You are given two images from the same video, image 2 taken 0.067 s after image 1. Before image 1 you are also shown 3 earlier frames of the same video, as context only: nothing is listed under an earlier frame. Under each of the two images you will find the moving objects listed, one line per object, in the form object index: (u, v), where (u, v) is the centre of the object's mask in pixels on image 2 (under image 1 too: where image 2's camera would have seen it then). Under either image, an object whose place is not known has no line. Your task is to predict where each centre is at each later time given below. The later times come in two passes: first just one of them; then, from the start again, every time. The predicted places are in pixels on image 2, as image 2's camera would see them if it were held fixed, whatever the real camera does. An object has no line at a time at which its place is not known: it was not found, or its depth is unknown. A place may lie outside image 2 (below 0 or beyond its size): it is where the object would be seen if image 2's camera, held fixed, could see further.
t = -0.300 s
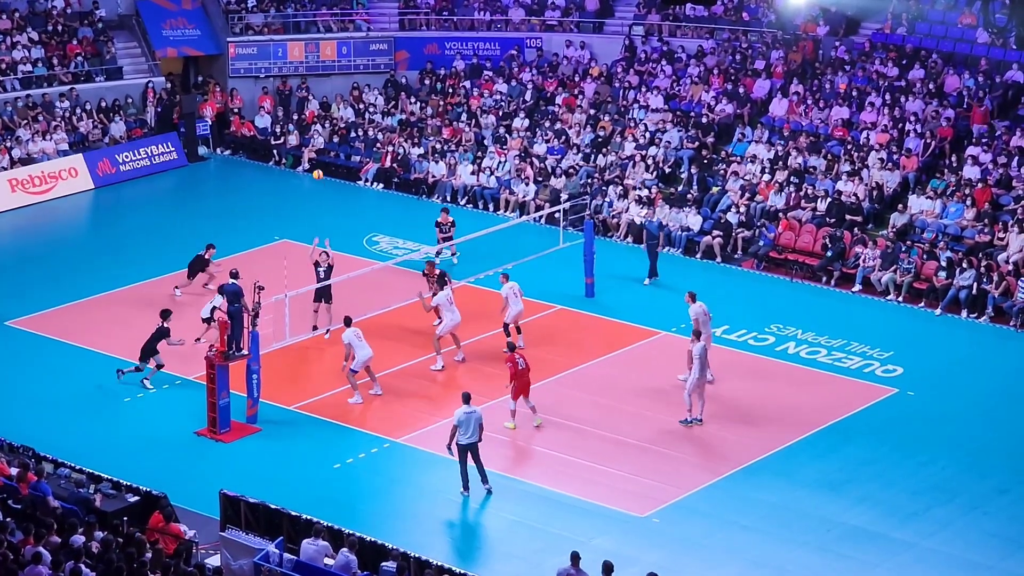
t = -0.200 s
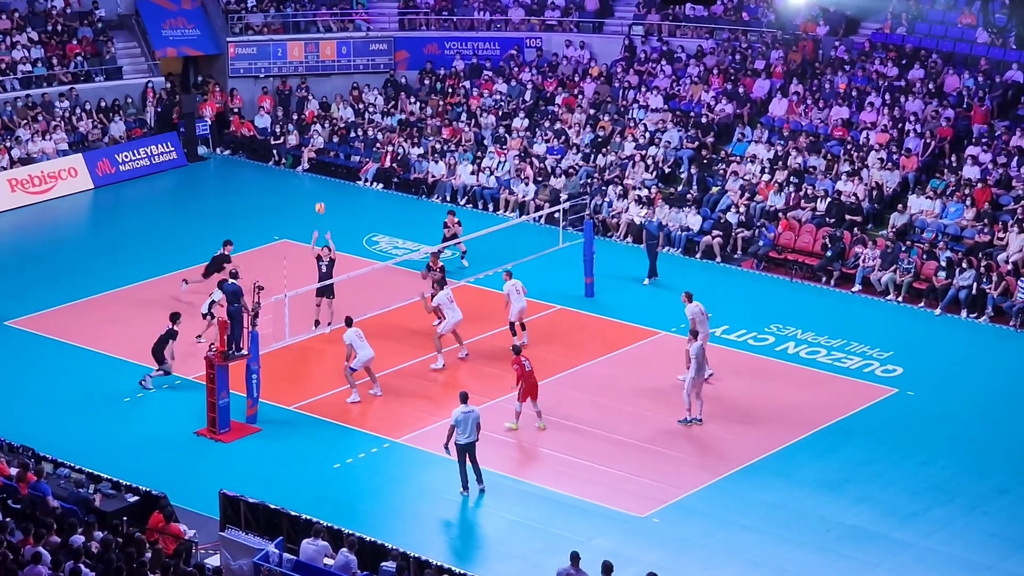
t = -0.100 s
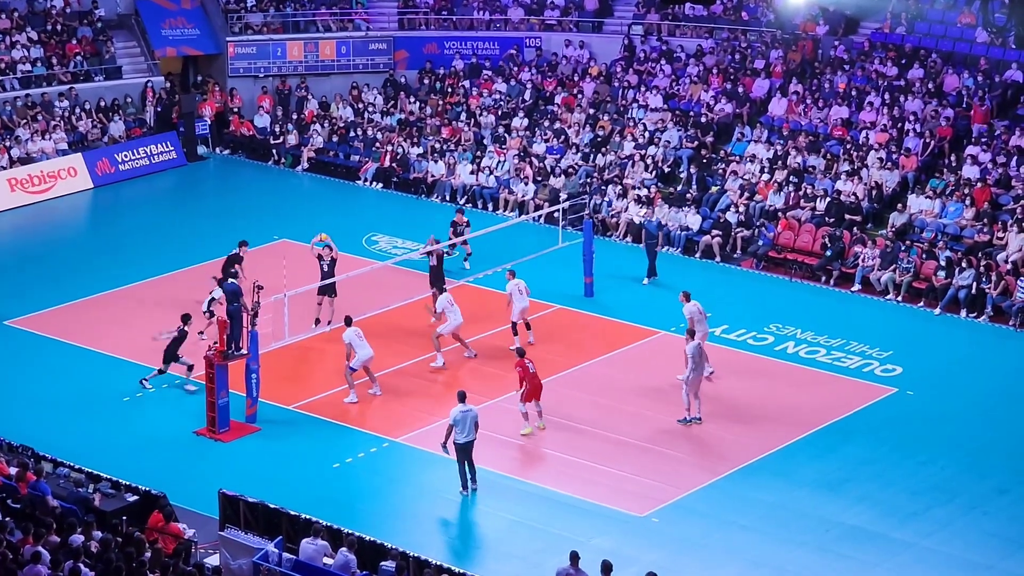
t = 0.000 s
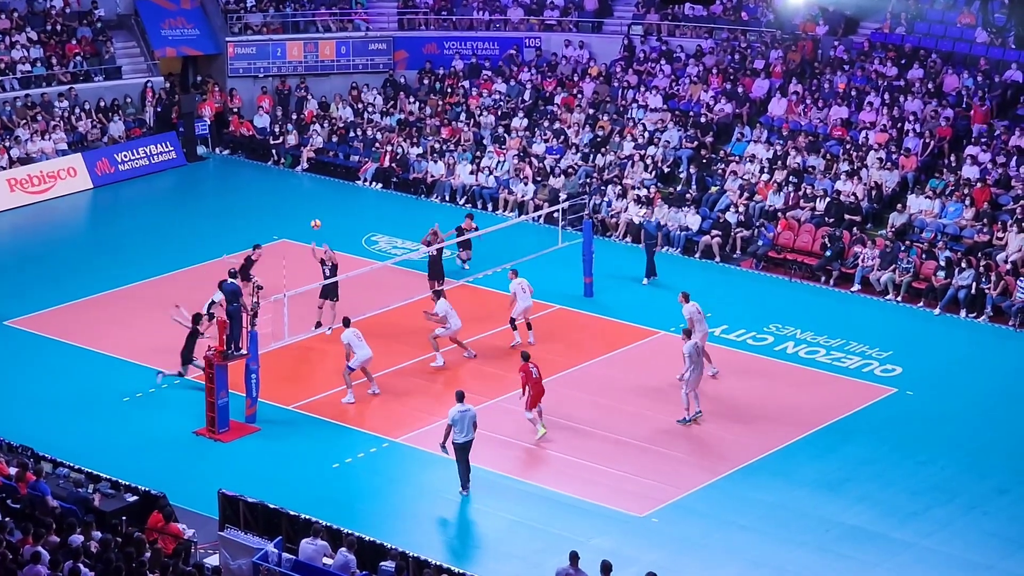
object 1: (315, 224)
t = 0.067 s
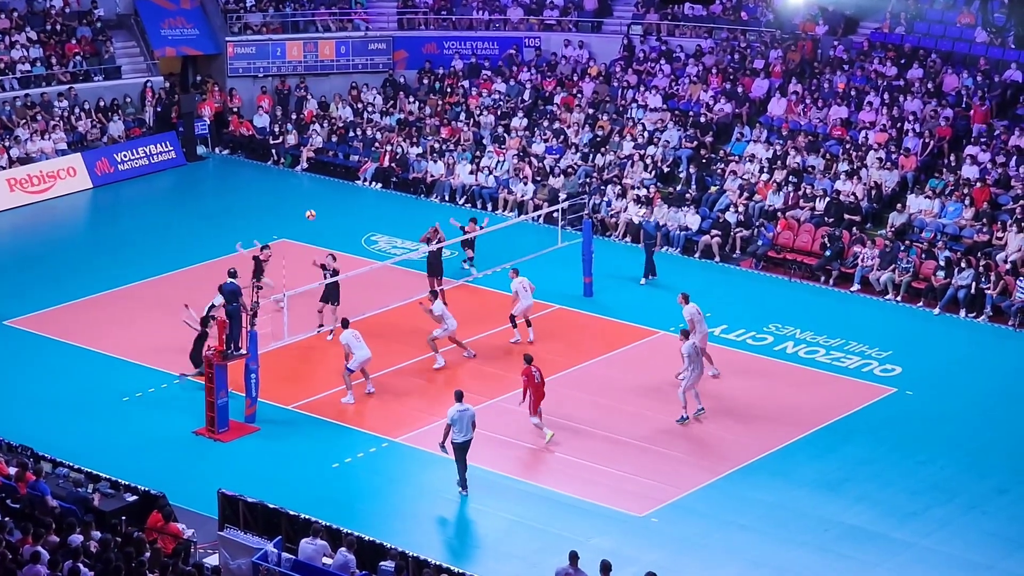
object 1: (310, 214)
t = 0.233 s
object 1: (299, 199)
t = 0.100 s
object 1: (308, 211)
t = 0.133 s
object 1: (306, 207)
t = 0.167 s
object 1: (304, 204)
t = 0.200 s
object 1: (301, 201)
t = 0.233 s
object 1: (299, 199)
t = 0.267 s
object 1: (297, 198)
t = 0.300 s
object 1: (294, 197)
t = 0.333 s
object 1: (292, 196)
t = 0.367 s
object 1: (290, 196)
